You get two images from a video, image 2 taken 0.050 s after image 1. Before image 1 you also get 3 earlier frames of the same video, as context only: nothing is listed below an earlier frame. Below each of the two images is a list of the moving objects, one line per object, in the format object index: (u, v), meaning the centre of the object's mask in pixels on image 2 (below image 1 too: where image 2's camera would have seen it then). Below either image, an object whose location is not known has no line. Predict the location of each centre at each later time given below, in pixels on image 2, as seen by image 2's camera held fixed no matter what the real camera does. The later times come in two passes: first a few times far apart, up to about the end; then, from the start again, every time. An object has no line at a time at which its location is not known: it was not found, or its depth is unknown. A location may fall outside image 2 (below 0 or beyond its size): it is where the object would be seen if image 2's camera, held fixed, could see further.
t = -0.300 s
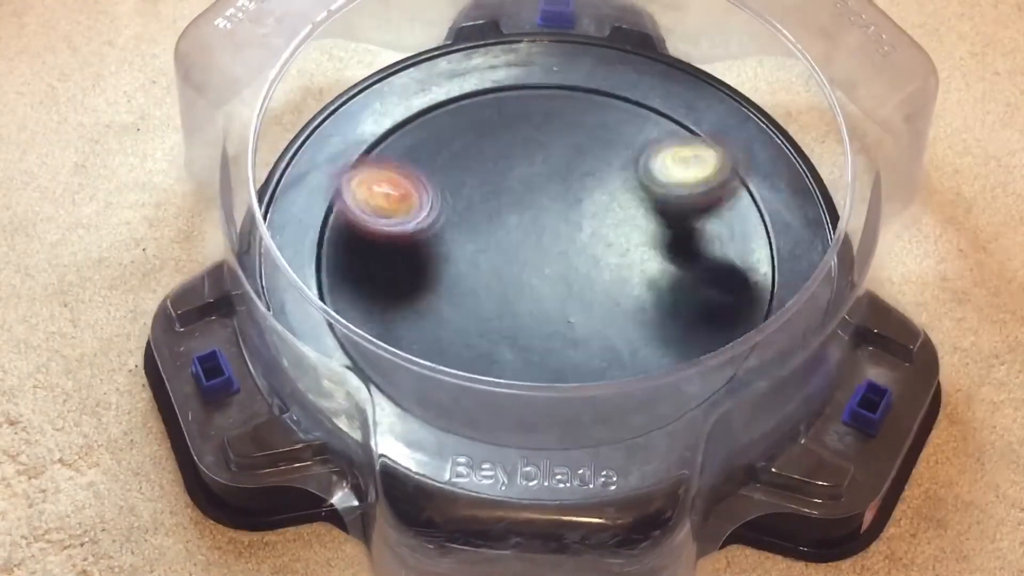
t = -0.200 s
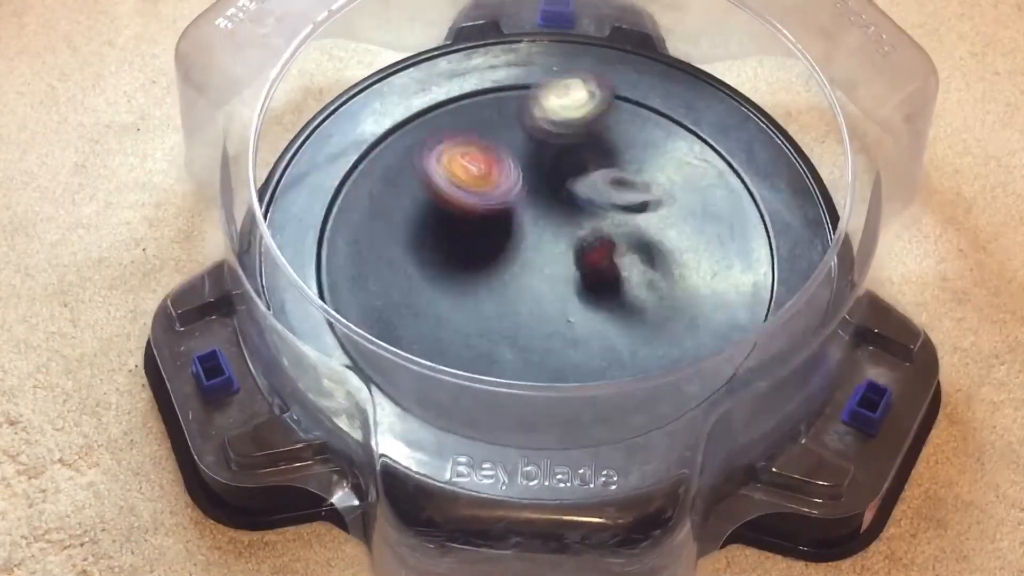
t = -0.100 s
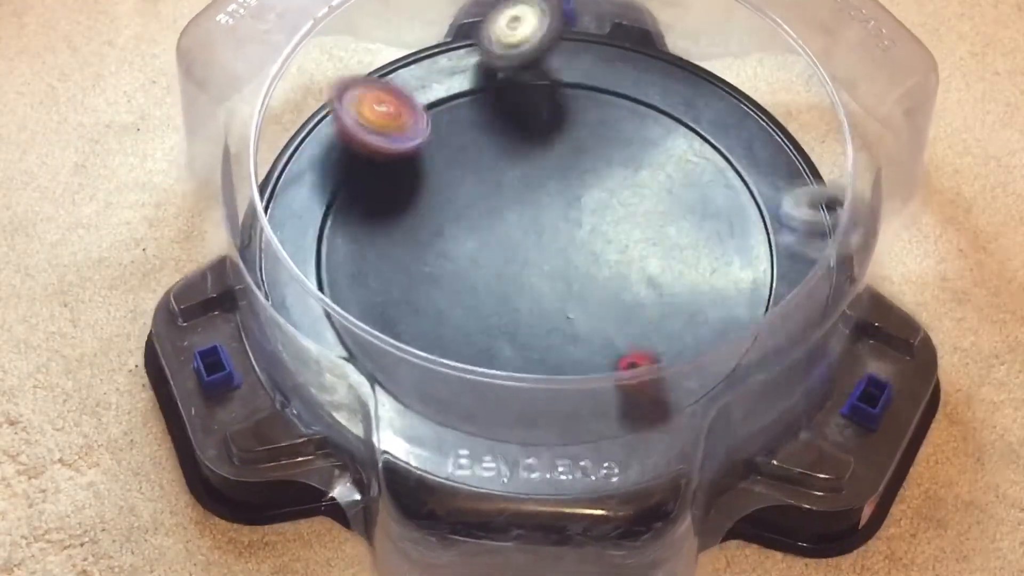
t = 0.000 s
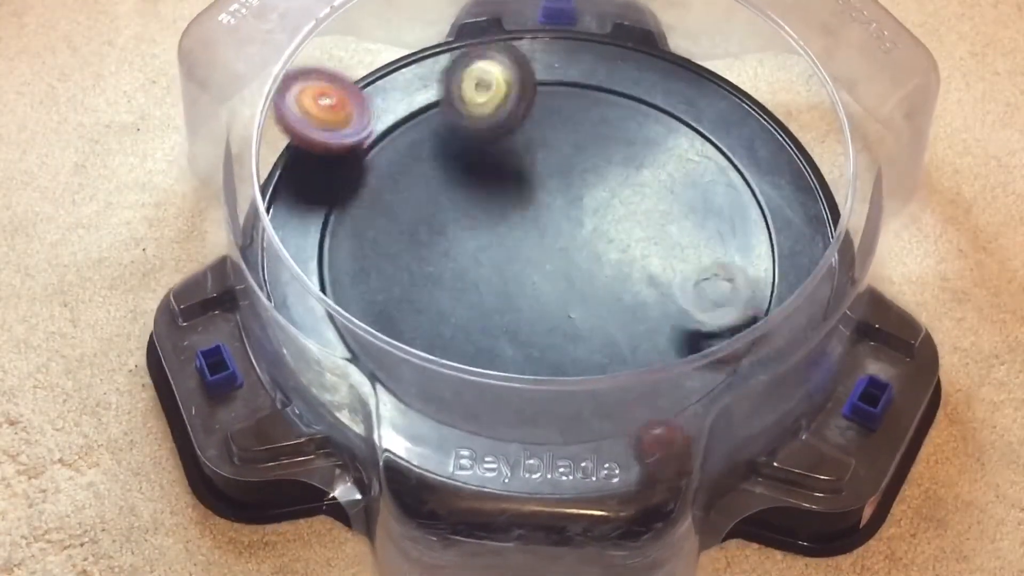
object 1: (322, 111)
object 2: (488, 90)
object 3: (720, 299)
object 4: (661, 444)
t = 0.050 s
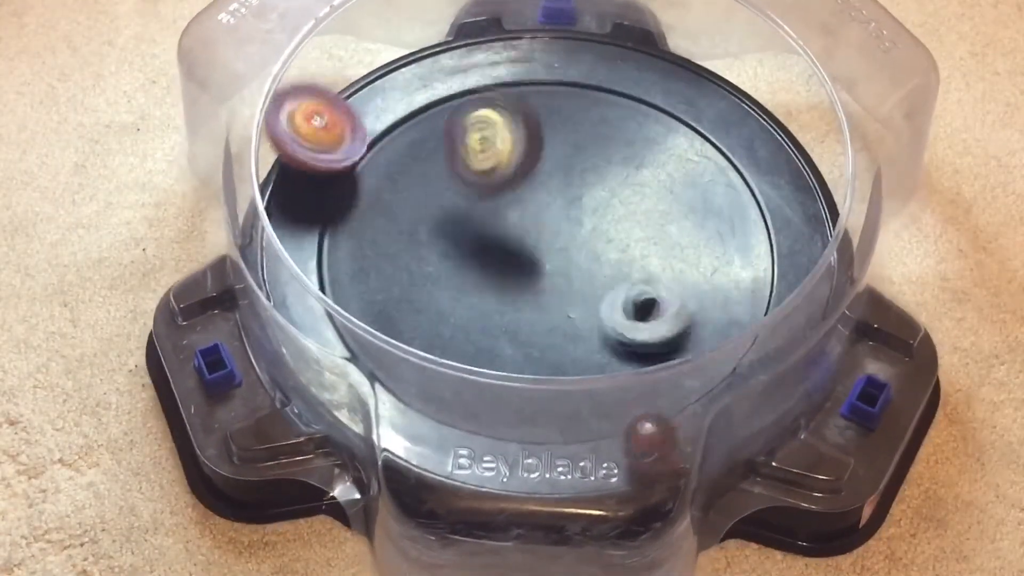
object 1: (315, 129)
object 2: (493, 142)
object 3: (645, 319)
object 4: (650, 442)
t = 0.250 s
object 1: (354, 177)
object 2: (432, 84)
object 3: (431, 392)
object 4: (585, 346)
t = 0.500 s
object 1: (537, 210)
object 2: (371, 125)
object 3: (418, 322)
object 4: (668, 179)
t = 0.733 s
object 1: (614, 76)
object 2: (489, 169)
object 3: (553, 236)
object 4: (725, 166)
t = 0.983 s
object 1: (550, 129)
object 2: (516, 228)
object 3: (620, 252)
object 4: (695, 270)
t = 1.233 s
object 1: (635, 146)
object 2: (424, 334)
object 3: (619, 252)
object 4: (655, 330)
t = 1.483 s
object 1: (670, 172)
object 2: (433, 334)
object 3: (618, 253)
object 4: (509, 276)
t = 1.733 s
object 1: (702, 194)
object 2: (434, 333)
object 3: (531, 282)
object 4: (457, 209)
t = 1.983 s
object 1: (668, 265)
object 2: (434, 333)
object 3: (530, 283)
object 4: (527, 217)
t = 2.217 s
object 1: (646, 323)
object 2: (434, 333)
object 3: (530, 283)
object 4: (589, 213)
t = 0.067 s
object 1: (314, 133)
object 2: (494, 171)
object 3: (620, 314)
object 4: (648, 438)
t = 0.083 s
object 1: (313, 139)
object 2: (494, 205)
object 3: (594, 313)
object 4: (644, 434)
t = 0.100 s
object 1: (313, 144)
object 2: (500, 241)
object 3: (570, 309)
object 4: (641, 431)
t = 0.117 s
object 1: (314, 148)
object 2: (497, 256)
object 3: (556, 314)
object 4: (635, 416)
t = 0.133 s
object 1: (316, 152)
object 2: (493, 230)
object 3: (533, 317)
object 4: (630, 408)
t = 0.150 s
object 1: (318, 155)
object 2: (483, 207)
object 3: (514, 335)
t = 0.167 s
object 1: (323, 158)
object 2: (475, 182)
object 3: (504, 340)
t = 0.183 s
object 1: (327, 162)
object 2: (464, 151)
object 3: (490, 343)
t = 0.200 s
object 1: (333, 165)
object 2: (457, 132)
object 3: (470, 365)
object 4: (608, 366)
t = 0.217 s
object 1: (339, 167)
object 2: (447, 109)
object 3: (456, 373)
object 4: (599, 363)
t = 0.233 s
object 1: (346, 171)
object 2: (437, 95)
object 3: (445, 382)
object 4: (592, 356)
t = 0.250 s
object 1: (354, 177)
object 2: (432, 84)
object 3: (431, 392)
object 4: (585, 346)
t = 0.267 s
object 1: (363, 181)
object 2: (417, 71)
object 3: (422, 392)
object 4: (579, 336)
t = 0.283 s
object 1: (374, 186)
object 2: (411, 66)
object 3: (413, 394)
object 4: (571, 323)
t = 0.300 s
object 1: (385, 191)
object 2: (407, 66)
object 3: (407, 392)
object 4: (564, 308)
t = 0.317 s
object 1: (395, 196)
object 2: (399, 69)
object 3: (400, 389)
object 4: (556, 291)
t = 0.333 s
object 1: (407, 199)
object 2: (392, 81)
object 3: (394, 385)
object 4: (549, 274)
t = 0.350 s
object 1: (423, 208)
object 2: (388, 97)
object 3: (390, 384)
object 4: (541, 263)
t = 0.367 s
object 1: (436, 211)
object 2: (387, 110)
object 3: (386, 377)
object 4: (534, 251)
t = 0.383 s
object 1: (451, 214)
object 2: (382, 128)
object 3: (384, 377)
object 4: (531, 239)
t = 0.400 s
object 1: (462, 216)
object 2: (376, 152)
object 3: (384, 372)
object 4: (549, 226)
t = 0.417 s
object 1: (475, 220)
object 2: (366, 162)
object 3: (387, 365)
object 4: (568, 216)
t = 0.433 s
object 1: (488, 222)
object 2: (364, 155)
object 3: (393, 356)
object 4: (590, 204)
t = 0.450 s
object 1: (500, 222)
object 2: (366, 143)
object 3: (397, 347)
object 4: (612, 198)
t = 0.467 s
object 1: (513, 219)
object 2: (369, 131)
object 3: (401, 339)
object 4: (632, 192)
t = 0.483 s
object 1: (525, 216)
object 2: (368, 128)
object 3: (412, 325)
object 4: (651, 190)
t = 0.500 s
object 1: (537, 210)
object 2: (371, 125)
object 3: (418, 322)
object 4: (668, 179)
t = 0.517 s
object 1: (548, 203)
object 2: (372, 129)
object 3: (423, 317)
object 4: (683, 174)
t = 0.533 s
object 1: (559, 195)
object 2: (376, 132)
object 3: (431, 310)
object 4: (696, 161)
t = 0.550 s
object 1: (569, 186)
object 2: (380, 132)
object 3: (439, 301)
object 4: (710, 155)
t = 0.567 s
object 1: (578, 177)
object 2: (385, 129)
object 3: (447, 293)
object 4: (720, 149)
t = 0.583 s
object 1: (586, 166)
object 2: (394, 133)
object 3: (457, 284)
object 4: (732, 150)
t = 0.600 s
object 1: (593, 157)
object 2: (401, 137)
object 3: (467, 275)
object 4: (735, 149)
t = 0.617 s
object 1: (599, 144)
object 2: (412, 142)
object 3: (476, 268)
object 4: (737, 148)
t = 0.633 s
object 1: (604, 133)
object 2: (425, 145)
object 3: (486, 259)
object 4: (739, 151)
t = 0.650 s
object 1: (607, 123)
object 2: (436, 155)
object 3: (496, 251)
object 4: (740, 151)
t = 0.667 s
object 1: (610, 112)
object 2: (450, 160)
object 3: (505, 244)
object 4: (739, 156)
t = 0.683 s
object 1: (613, 101)
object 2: (462, 166)
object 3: (514, 237)
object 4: (738, 157)
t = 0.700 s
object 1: (614, 92)
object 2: (471, 169)
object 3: (526, 237)
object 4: (737, 160)
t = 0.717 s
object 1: (615, 83)
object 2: (479, 168)
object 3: (538, 237)
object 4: (731, 162)
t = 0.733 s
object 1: (614, 76)
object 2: (489, 169)
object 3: (553, 236)
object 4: (725, 166)
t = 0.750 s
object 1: (611, 73)
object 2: (496, 170)
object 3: (565, 236)
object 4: (717, 174)
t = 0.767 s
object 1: (603, 74)
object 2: (503, 171)
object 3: (575, 237)
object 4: (708, 178)
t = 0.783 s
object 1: (594, 78)
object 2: (513, 175)
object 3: (587, 237)
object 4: (699, 186)
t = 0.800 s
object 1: (587, 81)
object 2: (521, 176)
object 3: (595, 237)
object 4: (689, 192)
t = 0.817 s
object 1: (579, 84)
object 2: (530, 180)
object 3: (604, 237)
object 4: (677, 198)
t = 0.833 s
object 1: (572, 88)
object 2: (537, 183)
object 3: (611, 238)
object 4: (665, 206)
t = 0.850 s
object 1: (566, 93)
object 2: (545, 188)
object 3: (613, 239)
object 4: (663, 204)
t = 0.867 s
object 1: (561, 98)
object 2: (547, 190)
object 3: (617, 243)
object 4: (663, 204)
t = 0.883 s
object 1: (557, 101)
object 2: (545, 192)
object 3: (619, 248)
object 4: (662, 210)
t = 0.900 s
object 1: (554, 105)
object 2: (539, 197)
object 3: (621, 252)
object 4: (662, 217)
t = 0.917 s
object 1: (553, 110)
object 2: (534, 204)
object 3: (620, 253)
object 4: (666, 227)
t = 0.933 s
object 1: (551, 115)
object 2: (528, 211)
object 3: (619, 253)
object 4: (673, 240)
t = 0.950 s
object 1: (550, 119)
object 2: (522, 216)
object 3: (620, 252)
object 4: (680, 249)
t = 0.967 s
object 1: (549, 124)
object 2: (518, 223)
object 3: (621, 252)
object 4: (689, 263)
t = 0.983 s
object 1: (550, 129)
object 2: (516, 228)
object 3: (620, 252)
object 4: (695, 270)
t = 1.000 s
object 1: (551, 134)
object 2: (514, 231)
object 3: (620, 252)
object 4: (699, 281)
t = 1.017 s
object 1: (551, 137)
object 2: (512, 234)
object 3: (620, 253)
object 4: (705, 291)
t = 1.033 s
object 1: (552, 142)
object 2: (511, 237)
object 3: (620, 252)
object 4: (707, 300)
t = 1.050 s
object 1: (555, 148)
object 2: (508, 241)
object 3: (620, 253)
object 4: (707, 305)
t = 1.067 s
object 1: (563, 148)
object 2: (494, 255)
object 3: (620, 252)
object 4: (708, 310)
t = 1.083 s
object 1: (572, 144)
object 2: (479, 271)
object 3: (619, 252)
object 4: (708, 317)
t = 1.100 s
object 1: (580, 144)
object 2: (464, 288)
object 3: (619, 252)
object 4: (705, 319)
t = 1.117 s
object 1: (588, 146)
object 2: (449, 307)
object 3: (619, 252)
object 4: (702, 321)
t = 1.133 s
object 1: (596, 144)
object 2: (439, 314)
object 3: (619, 252)
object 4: (699, 324)
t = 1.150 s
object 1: (603, 146)
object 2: (432, 321)
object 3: (619, 252)
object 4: (693, 329)
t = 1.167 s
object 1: (611, 145)
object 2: (425, 327)
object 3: (619, 252)
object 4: (687, 329)
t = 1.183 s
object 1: (619, 146)
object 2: (422, 329)
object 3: (619, 252)
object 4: (681, 330)
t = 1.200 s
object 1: (624, 145)
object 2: (422, 331)
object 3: (619, 252)
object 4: (673, 331)
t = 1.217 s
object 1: (630, 146)
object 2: (423, 333)
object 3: (619, 252)
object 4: (664, 335)
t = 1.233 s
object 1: (635, 146)
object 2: (424, 334)
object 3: (619, 252)
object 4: (655, 330)
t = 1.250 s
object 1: (640, 147)
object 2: (426, 334)
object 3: (619, 252)
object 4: (647, 330)
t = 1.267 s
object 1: (647, 147)
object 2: (427, 335)
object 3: (619, 253)
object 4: (637, 331)
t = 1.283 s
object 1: (650, 148)
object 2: (427, 335)
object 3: (619, 252)
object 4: (626, 327)
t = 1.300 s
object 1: (655, 149)
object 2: (428, 334)
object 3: (619, 252)
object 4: (615, 323)
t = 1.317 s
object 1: (658, 150)
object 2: (429, 334)
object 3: (619, 252)
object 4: (607, 322)
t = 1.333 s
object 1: (661, 151)
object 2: (431, 334)
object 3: (619, 253)
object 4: (597, 322)
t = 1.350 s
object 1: (664, 153)
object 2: (432, 334)
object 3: (619, 253)
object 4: (586, 315)
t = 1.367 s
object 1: (666, 154)
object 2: (433, 334)
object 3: (619, 253)
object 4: (576, 308)
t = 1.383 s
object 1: (668, 156)
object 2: (433, 334)
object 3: (619, 253)
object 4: (566, 307)
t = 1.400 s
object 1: (669, 157)
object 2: (433, 334)
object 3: (619, 253)
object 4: (556, 305)
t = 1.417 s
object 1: (670, 160)
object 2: (433, 334)
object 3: (619, 253)
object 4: (546, 298)
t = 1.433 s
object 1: (671, 163)
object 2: (433, 334)
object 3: (618, 253)
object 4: (535, 290)
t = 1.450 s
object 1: (671, 166)
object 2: (433, 334)
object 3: (618, 253)
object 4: (525, 288)
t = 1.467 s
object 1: (670, 169)
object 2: (433, 334)
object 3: (618, 253)
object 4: (517, 284)
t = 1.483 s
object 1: (670, 172)
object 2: (433, 334)
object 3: (618, 253)
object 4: (509, 276)
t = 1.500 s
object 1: (672, 174)
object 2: (433, 334)
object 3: (612, 254)
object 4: (500, 269)
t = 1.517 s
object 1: (678, 175)
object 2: (433, 334)
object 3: (602, 257)
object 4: (493, 266)
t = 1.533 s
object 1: (683, 175)
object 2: (433, 334)
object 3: (591, 262)
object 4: (486, 261)
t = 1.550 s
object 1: (688, 175)
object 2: (433, 334)
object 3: (580, 268)
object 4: (478, 255)
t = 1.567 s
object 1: (692, 175)
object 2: (434, 334)
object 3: (570, 271)
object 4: (473, 248)
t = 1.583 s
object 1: (695, 176)
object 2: (434, 334)
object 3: (562, 274)
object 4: (469, 246)
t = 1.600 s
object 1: (699, 177)
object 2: (434, 334)
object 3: (554, 277)
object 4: (466, 239)
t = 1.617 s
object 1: (703, 179)
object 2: (434, 334)
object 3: (547, 279)
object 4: (460, 235)
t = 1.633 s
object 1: (704, 179)
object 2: (434, 334)
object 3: (541, 280)
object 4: (459, 227)
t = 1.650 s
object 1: (705, 182)
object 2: (434, 334)
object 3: (537, 281)
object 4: (458, 224)
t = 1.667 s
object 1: (706, 184)
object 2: (434, 334)
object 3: (534, 282)
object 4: (456, 221)
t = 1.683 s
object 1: (706, 186)
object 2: (434, 333)
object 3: (532, 282)
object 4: (455, 220)
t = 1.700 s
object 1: (705, 188)
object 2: (434, 334)
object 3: (531, 282)
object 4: (455, 213)
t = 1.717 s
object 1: (703, 190)
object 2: (434, 334)
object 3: (530, 282)
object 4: (455, 211)
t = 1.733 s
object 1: (702, 194)
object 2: (434, 333)
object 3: (531, 282)
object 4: (457, 209)
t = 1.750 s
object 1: (701, 197)
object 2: (434, 334)
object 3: (531, 282)
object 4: (460, 209)
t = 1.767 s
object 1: (697, 201)
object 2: (434, 333)
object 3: (531, 282)
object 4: (461, 208)
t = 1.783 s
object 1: (696, 205)
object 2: (434, 334)
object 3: (531, 282)
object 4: (464, 206)
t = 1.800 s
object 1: (692, 208)
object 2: (434, 334)
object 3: (530, 282)
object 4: (469, 205)
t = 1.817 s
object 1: (691, 211)
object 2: (434, 334)
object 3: (530, 282)
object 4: (473, 207)
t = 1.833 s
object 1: (687, 217)
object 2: (434, 333)
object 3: (530, 282)
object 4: (479, 209)
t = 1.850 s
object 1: (684, 223)
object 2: (434, 334)
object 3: (530, 282)
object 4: (481, 210)
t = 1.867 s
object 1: (681, 227)
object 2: (434, 334)
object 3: (530, 282)
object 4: (487, 210)
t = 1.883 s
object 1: (680, 234)
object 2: (434, 333)
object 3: (530, 282)
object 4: (492, 210)
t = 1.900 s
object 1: (677, 240)
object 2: (434, 333)
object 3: (530, 282)
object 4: (498, 215)
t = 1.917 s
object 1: (676, 244)
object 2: (434, 333)
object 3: (531, 282)
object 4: (505, 217)
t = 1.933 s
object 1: (672, 249)
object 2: (434, 334)
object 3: (531, 282)
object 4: (509, 222)
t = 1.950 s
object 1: (670, 255)
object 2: (434, 333)
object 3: (531, 283)
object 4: (514, 221)
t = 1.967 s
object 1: (668, 260)
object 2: (434, 333)
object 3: (531, 283)
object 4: (520, 222)
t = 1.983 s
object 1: (668, 265)
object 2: (434, 333)
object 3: (530, 283)
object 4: (527, 217)
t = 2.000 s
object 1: (666, 272)
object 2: (434, 333)
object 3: (531, 283)
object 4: (533, 215)
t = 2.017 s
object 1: (665, 277)
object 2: (434, 333)
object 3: (531, 283)
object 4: (540, 214)
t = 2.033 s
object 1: (664, 283)
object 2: (434, 333)
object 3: (531, 283)
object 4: (546, 213)
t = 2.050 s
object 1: (663, 287)
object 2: (434, 333)
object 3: (531, 283)
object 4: (550, 212)
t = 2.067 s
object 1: (662, 292)
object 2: (434, 333)
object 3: (531, 283)
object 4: (555, 209)
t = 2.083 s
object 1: (662, 297)
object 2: (434, 333)
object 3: (531, 283)
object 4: (561, 208)
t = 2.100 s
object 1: (660, 302)
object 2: (434, 333)
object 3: (531, 283)
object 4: (566, 207)
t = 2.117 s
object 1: (659, 306)
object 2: (434, 333)
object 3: (531, 283)
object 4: (570, 208)
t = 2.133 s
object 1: (657, 311)
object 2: (434, 333)
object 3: (531, 283)
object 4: (575, 207)
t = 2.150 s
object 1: (655, 313)
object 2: (434, 333)
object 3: (530, 283)
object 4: (579, 208)
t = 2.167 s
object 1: (653, 319)
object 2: (434, 333)
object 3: (531, 283)
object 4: (582, 211)
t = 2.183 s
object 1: (651, 320)
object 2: (434, 333)
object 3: (531, 283)
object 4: (583, 211)
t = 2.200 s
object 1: (649, 323)
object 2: (434, 333)
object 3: (531, 283)
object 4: (587, 210)
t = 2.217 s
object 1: (646, 323)
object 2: (434, 333)
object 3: (530, 283)
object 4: (589, 213)
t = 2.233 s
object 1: (642, 325)
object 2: (434, 333)
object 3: (530, 283)
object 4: (590, 213)
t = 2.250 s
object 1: (640, 327)
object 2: (434, 333)
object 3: (530, 284)
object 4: (593, 216)
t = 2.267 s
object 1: (636, 330)
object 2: (434, 333)
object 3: (530, 283)
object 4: (593, 219)
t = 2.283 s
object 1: (632, 330)
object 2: (434, 333)
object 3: (530, 283)
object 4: (594, 221)
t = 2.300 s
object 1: (627, 332)
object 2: (434, 333)
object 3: (530, 283)
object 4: (595, 225)
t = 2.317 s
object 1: (624, 332)
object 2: (434, 333)
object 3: (530, 283)
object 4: (594, 229)
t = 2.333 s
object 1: (619, 333)
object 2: (434, 333)
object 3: (530, 284)
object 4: (592, 231)
